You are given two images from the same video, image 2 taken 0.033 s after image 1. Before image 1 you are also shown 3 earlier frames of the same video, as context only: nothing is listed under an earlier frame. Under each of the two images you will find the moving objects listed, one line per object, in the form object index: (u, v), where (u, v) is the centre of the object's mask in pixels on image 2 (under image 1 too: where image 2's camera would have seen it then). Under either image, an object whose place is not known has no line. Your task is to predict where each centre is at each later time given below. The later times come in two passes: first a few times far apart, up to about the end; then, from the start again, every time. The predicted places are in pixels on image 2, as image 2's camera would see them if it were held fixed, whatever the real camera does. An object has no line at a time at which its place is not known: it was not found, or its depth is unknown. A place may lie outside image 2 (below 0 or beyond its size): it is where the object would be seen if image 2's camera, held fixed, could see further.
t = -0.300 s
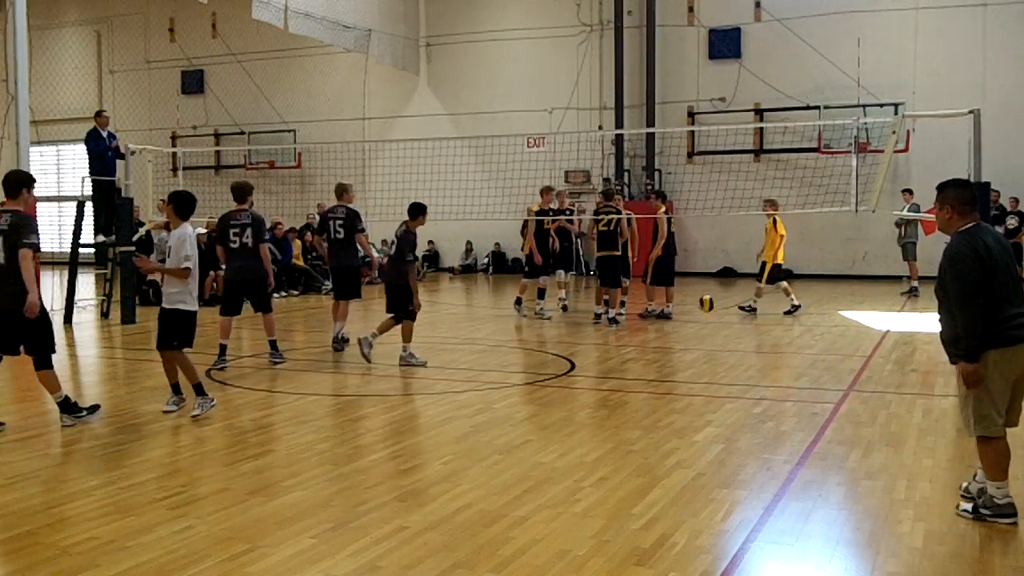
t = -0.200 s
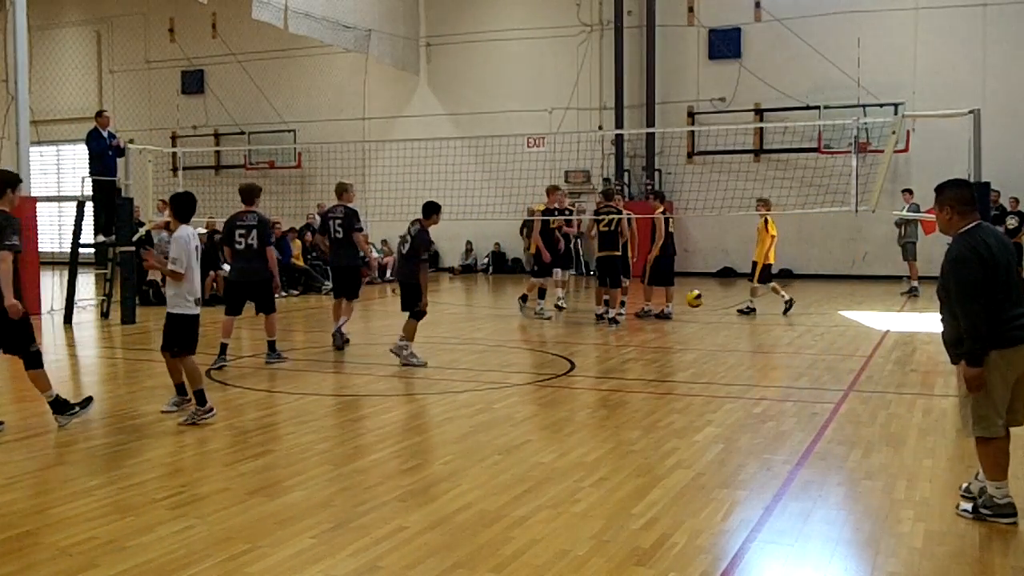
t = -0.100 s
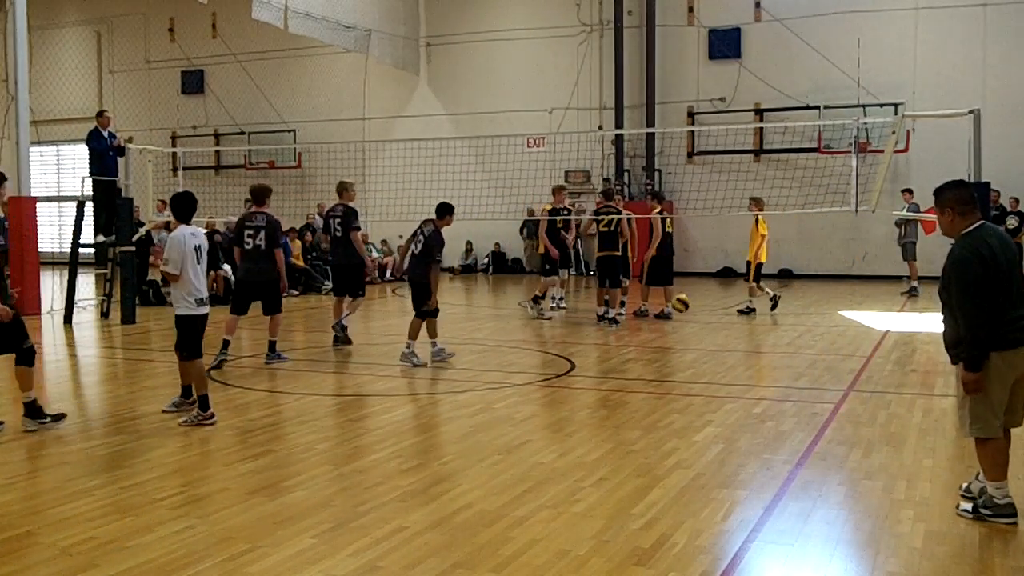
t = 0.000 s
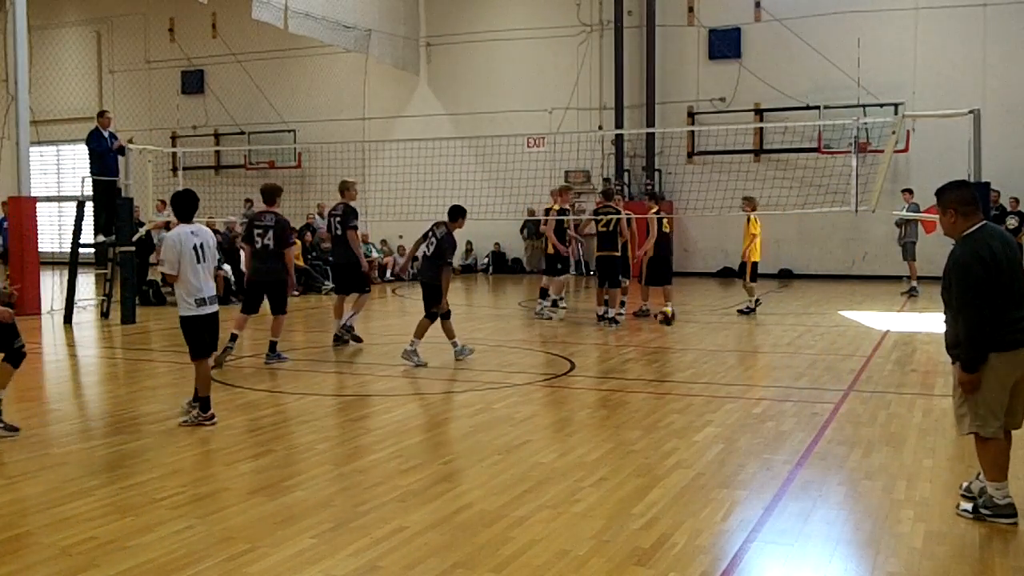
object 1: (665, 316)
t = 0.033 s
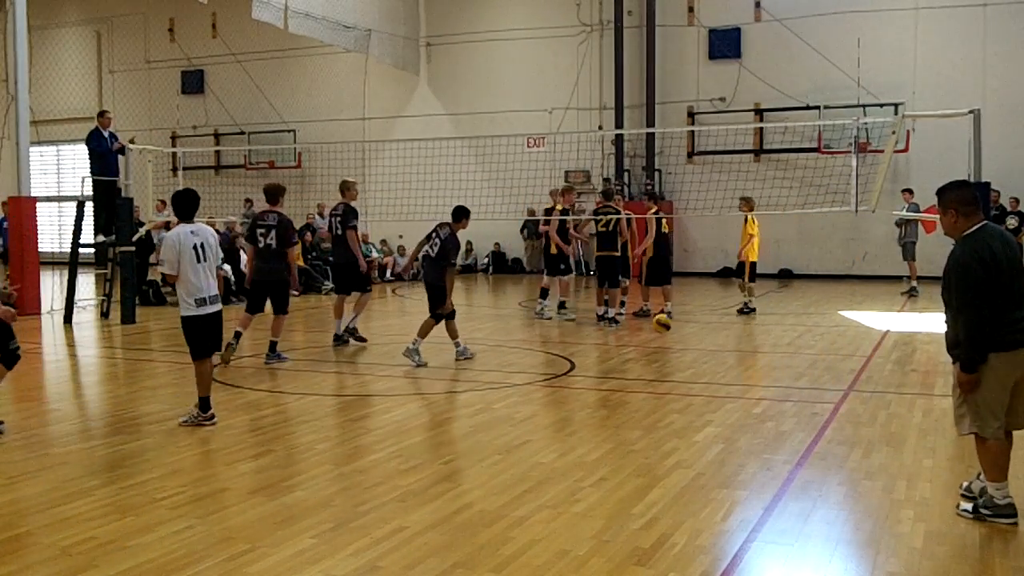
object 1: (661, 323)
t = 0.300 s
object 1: (617, 335)
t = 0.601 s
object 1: (555, 375)
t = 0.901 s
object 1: (474, 399)
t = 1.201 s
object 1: (369, 425)
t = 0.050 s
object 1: (660, 327)
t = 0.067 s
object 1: (657, 330)
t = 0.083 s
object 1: (653, 336)
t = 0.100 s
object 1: (652, 341)
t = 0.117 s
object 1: (649, 347)
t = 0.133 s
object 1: (646, 350)
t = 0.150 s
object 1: (644, 348)
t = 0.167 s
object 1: (641, 345)
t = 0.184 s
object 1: (639, 343)
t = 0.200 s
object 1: (635, 341)
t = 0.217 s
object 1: (632, 340)
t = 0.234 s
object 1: (630, 339)
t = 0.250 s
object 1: (627, 338)
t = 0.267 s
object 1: (623, 336)
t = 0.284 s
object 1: (620, 336)
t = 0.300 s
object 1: (617, 335)
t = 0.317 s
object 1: (615, 336)
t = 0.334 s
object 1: (610, 335)
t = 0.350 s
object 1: (607, 337)
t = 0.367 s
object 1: (605, 338)
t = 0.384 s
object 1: (602, 340)
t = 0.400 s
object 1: (598, 341)
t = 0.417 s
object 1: (594, 344)
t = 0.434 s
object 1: (591, 345)
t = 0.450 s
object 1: (588, 348)
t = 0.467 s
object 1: (584, 350)
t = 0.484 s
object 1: (580, 355)
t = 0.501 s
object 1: (577, 359)
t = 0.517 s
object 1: (574, 363)
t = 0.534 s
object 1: (569, 367)
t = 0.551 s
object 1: (566, 372)
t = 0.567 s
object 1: (562, 378)
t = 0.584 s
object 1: (559, 377)
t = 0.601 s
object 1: (555, 375)
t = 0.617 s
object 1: (550, 373)
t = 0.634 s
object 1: (547, 372)
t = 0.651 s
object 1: (543, 371)
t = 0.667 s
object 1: (539, 370)
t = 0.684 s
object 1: (534, 370)
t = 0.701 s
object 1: (530, 370)
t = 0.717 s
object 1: (527, 369)
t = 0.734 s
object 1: (522, 371)
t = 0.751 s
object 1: (517, 372)
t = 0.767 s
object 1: (512, 373)
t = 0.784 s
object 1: (508, 375)
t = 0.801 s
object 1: (503, 377)
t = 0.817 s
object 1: (499, 380)
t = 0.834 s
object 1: (493, 383)
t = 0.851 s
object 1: (489, 386)
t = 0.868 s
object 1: (484, 389)
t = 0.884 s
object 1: (479, 394)
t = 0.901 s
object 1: (474, 399)
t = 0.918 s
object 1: (469, 404)
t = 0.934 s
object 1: (463, 410)
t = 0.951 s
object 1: (458, 407)
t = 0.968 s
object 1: (453, 406)
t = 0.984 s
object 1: (447, 405)
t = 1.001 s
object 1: (442, 403)
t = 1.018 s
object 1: (437, 402)
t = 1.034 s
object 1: (431, 402)
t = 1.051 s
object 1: (425, 403)
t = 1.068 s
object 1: (419, 404)
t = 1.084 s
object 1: (414, 405)
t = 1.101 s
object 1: (407, 406)
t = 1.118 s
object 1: (401, 409)
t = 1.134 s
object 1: (395, 411)
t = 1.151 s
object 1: (389, 412)
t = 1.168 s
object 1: (382, 416)
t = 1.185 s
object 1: (375, 421)
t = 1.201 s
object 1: (369, 425)
